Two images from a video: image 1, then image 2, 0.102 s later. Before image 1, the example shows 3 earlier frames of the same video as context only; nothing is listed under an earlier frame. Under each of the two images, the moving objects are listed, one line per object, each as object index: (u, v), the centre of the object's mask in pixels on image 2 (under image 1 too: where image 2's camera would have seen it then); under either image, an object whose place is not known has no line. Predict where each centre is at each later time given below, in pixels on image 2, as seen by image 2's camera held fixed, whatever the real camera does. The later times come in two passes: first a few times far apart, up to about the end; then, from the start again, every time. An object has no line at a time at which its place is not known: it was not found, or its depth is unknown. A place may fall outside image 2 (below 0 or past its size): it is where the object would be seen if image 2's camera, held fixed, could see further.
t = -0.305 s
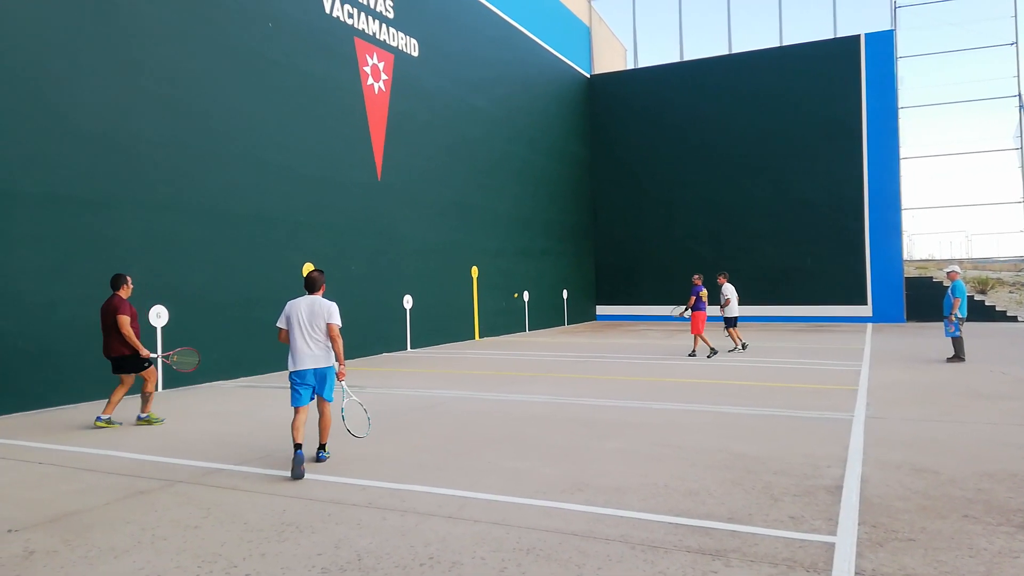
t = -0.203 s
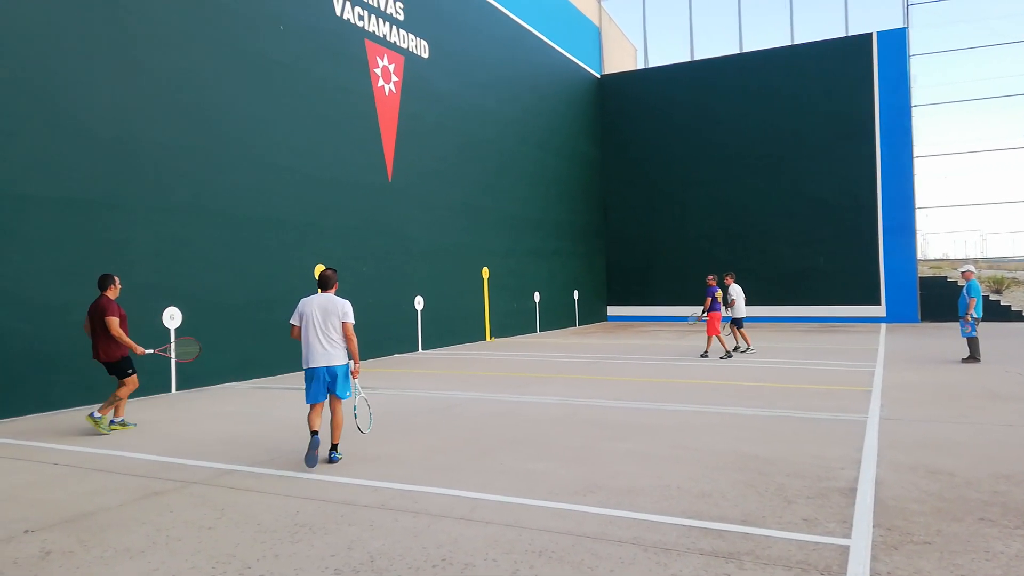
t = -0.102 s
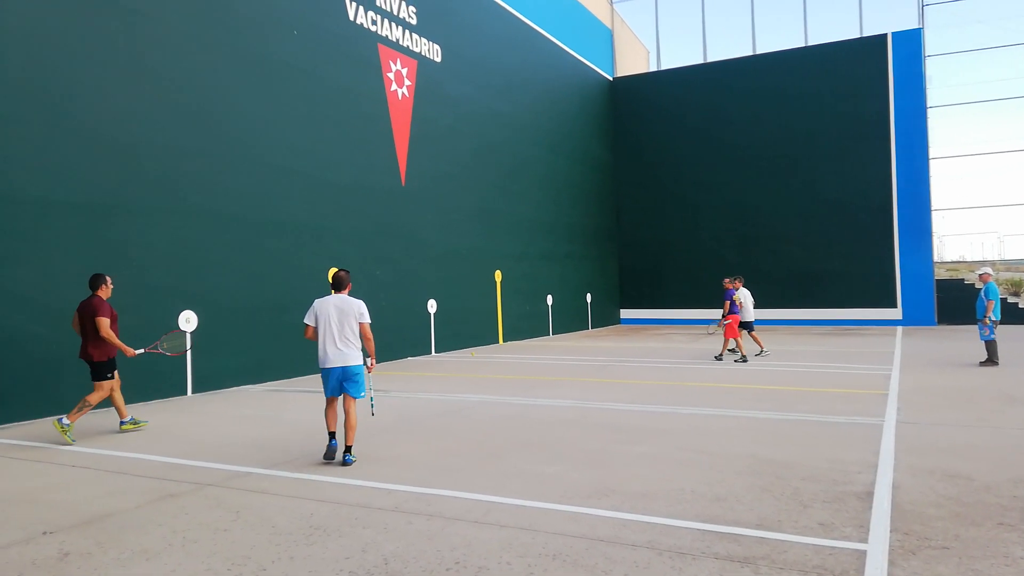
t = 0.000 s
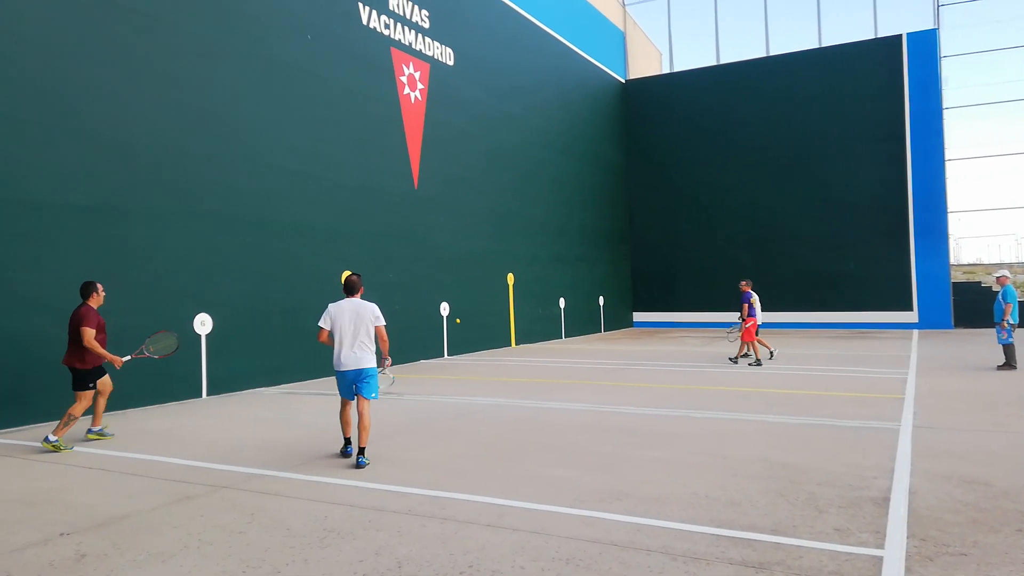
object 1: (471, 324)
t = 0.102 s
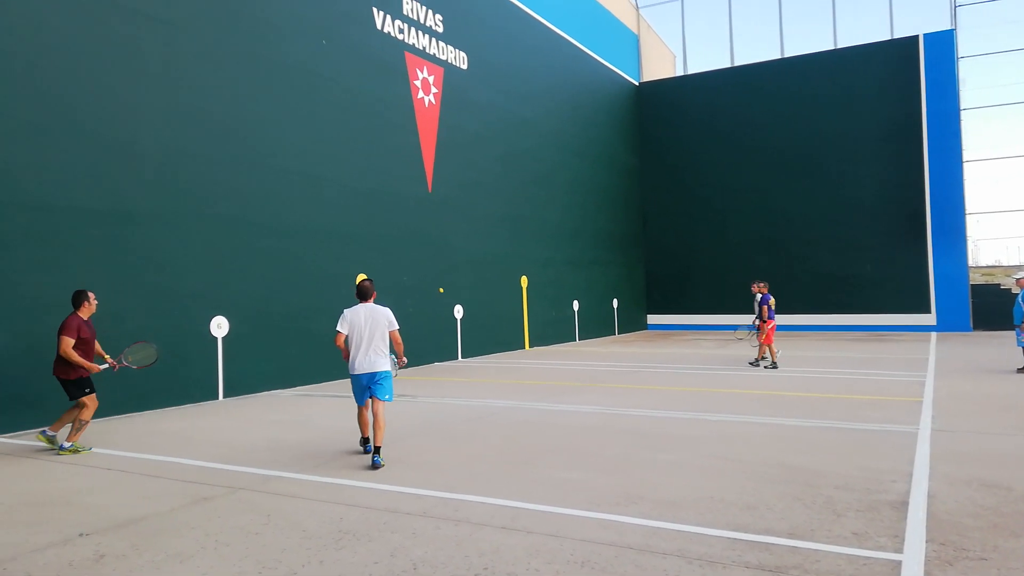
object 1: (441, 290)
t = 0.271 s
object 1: (383, 242)
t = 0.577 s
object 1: (242, 184)
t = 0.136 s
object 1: (430, 280)
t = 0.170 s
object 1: (419, 270)
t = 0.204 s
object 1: (407, 260)
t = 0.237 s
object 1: (395, 251)
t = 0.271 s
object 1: (383, 242)
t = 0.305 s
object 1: (370, 233)
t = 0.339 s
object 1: (356, 226)
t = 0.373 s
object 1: (342, 218)
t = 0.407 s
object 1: (327, 211)
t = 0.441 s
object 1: (312, 204)
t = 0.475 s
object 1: (295, 198)
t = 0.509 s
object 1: (278, 193)
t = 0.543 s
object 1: (261, 188)
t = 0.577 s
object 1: (242, 184)
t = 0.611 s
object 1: (222, 181)
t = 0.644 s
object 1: (201, 179)
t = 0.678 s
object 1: (179, 178)
